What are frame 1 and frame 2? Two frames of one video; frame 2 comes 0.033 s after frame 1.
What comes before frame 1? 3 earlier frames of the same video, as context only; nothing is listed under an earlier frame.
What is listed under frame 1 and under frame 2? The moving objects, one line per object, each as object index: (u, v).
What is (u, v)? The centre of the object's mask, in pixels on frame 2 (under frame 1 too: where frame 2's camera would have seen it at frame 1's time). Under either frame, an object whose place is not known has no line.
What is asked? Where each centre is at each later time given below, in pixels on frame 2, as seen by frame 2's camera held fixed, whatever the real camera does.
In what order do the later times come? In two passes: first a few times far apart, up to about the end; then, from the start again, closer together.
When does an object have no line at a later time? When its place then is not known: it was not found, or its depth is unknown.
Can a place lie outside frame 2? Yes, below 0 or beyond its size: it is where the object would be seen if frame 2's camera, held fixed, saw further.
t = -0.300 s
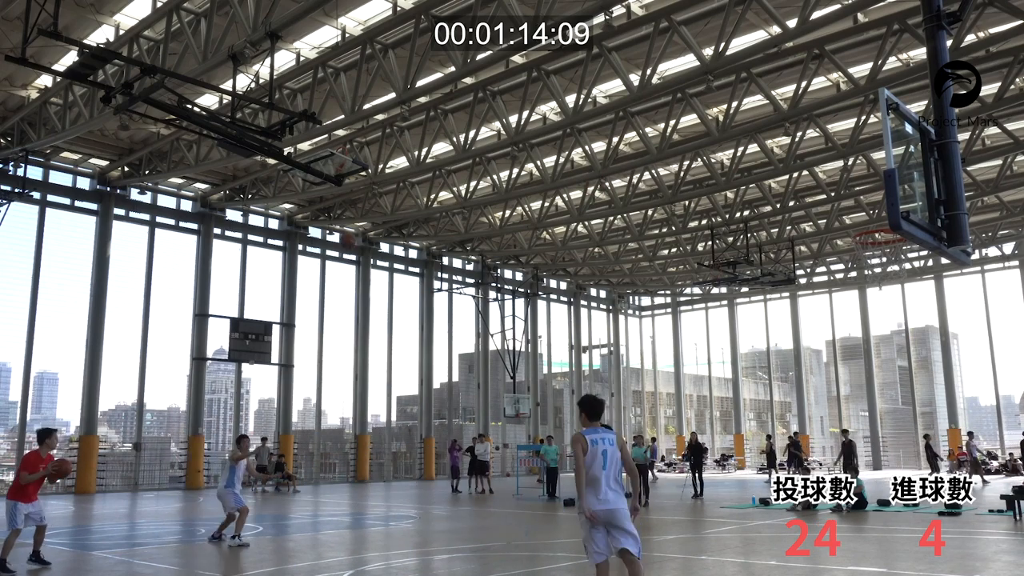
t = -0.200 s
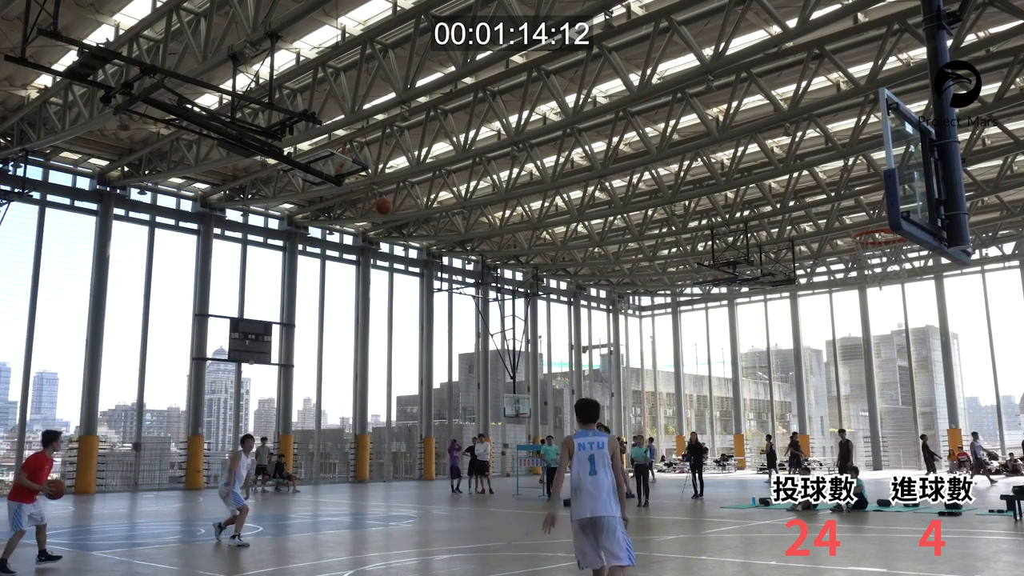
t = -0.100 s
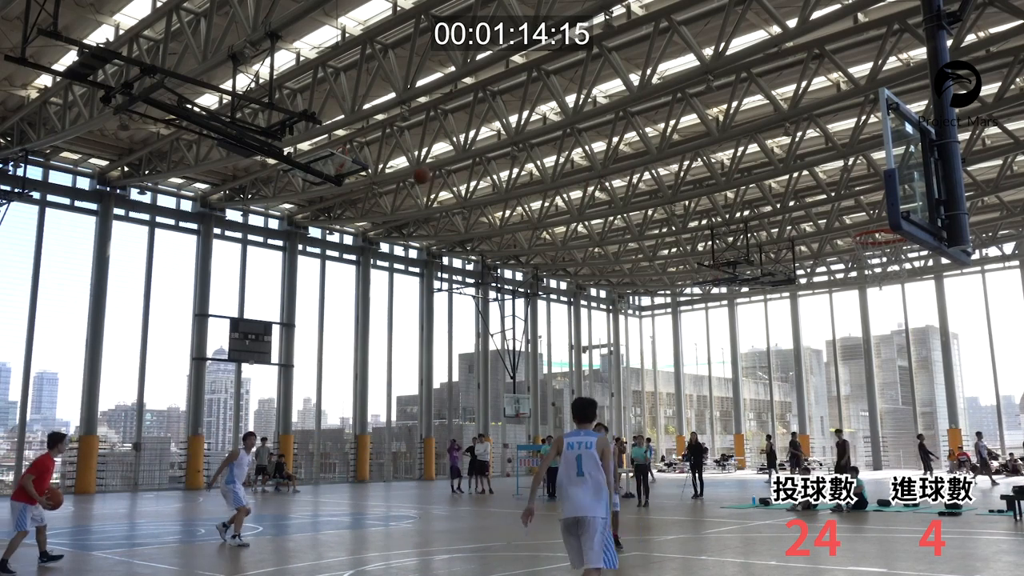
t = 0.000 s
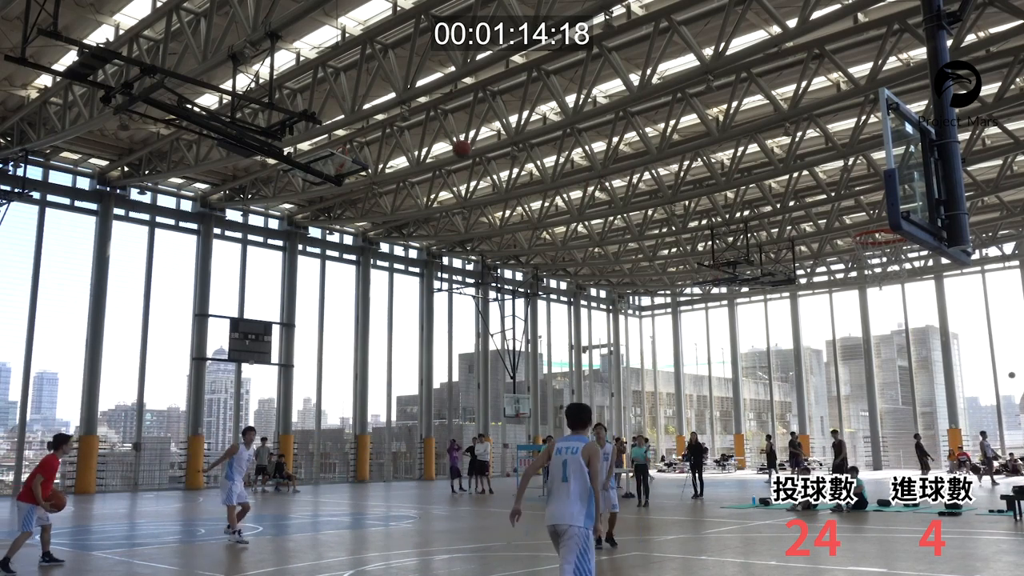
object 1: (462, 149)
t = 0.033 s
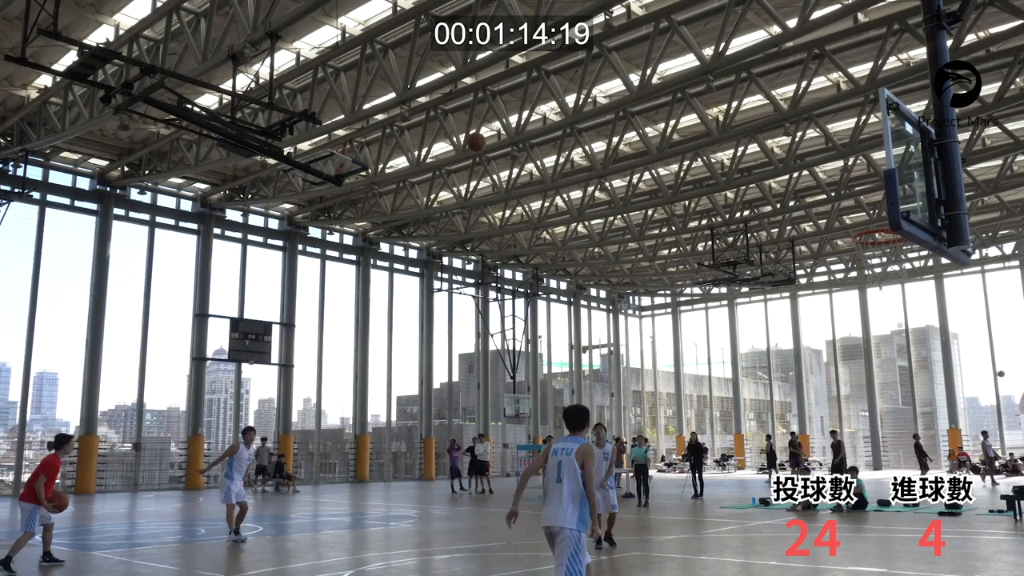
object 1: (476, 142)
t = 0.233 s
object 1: (570, 109)
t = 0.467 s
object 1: (711, 108)
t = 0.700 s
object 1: (906, 166)
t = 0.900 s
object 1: (772, 257)
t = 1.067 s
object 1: (673, 326)
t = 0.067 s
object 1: (491, 134)
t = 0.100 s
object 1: (505, 128)
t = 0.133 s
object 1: (521, 122)
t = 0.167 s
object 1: (538, 117)
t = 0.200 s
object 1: (553, 113)
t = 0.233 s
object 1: (570, 109)
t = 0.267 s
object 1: (590, 106)
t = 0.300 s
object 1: (607, 104)
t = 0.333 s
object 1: (626, 104)
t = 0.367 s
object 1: (646, 103)
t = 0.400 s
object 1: (667, 104)
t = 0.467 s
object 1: (711, 108)
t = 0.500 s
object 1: (735, 112)
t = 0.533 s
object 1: (760, 118)
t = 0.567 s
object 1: (785, 125)
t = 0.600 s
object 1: (811, 132)
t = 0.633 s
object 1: (841, 142)
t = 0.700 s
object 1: (906, 166)
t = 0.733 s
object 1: (877, 191)
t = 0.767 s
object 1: (860, 212)
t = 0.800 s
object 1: (839, 228)
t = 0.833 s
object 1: (815, 237)
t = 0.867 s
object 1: (793, 246)
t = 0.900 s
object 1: (772, 257)
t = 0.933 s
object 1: (751, 268)
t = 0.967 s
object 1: (730, 281)
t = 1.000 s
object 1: (711, 295)
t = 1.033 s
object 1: (692, 310)
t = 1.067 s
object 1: (673, 326)
